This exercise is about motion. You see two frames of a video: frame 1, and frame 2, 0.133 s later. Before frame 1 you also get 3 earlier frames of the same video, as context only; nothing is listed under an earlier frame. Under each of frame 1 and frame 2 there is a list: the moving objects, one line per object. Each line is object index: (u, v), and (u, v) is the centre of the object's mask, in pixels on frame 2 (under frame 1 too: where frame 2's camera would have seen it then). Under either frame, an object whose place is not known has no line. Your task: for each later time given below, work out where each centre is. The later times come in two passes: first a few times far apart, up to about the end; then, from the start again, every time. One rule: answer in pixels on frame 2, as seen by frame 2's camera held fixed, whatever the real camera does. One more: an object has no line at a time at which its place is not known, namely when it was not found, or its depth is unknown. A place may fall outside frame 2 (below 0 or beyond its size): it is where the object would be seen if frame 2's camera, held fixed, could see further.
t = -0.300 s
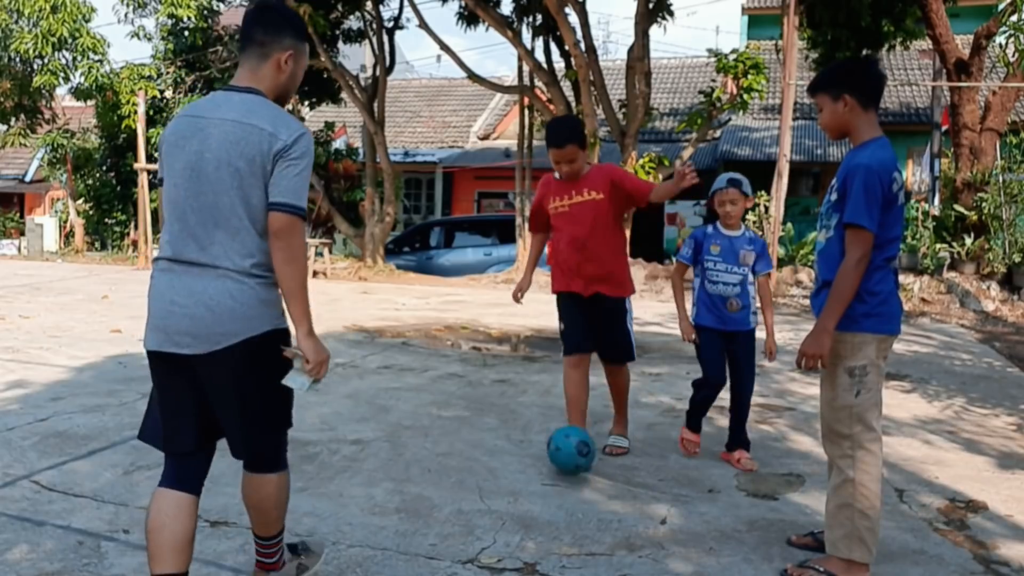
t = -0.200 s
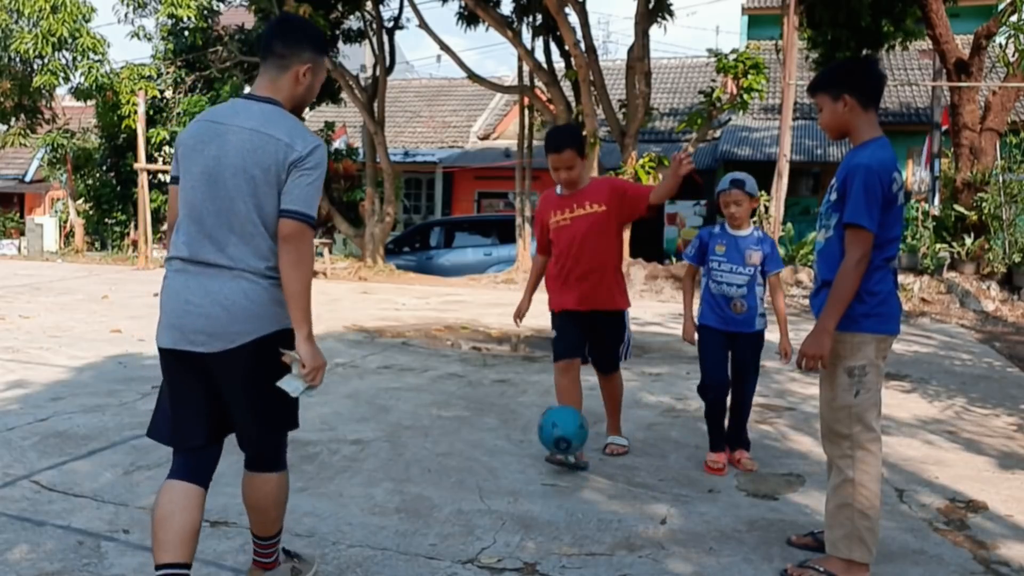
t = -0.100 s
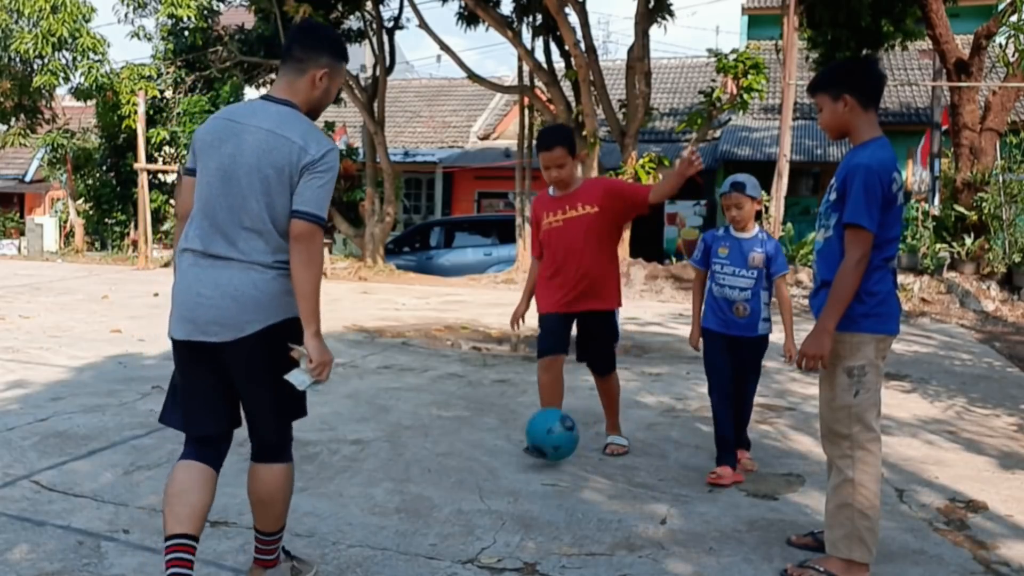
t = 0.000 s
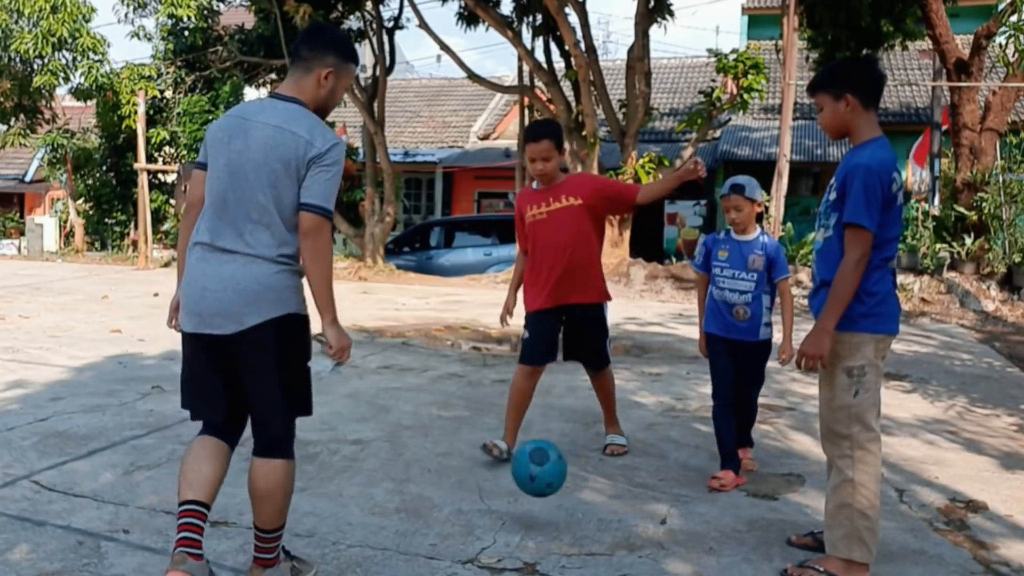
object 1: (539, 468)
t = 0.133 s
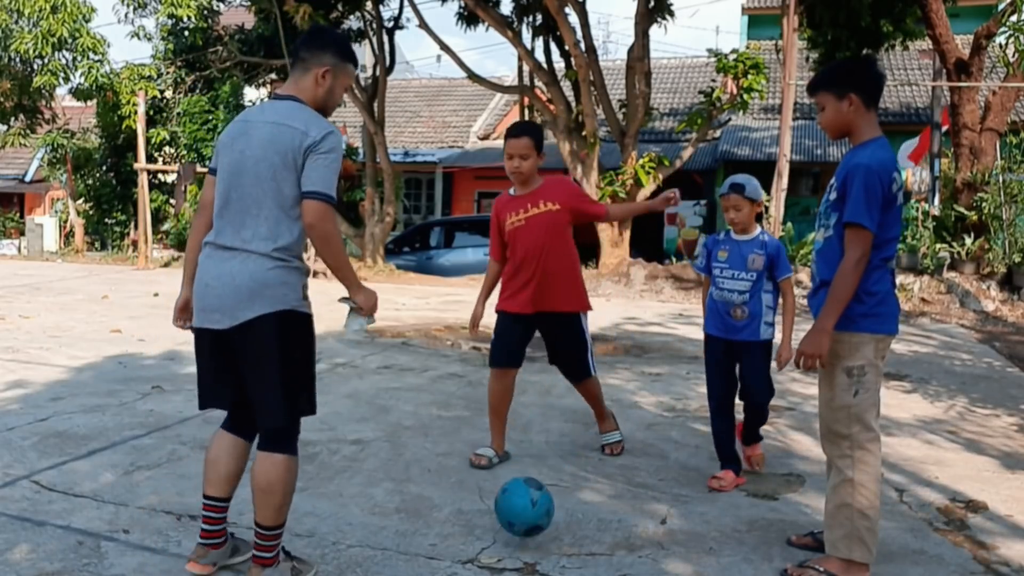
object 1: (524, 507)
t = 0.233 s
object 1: (519, 509)
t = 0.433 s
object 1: (506, 540)
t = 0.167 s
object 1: (523, 504)
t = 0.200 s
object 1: (521, 505)
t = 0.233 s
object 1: (519, 509)
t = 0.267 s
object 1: (517, 516)
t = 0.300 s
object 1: (515, 527)
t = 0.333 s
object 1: (513, 531)
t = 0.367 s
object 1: (511, 531)
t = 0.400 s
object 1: (509, 534)
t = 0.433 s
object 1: (506, 540)
